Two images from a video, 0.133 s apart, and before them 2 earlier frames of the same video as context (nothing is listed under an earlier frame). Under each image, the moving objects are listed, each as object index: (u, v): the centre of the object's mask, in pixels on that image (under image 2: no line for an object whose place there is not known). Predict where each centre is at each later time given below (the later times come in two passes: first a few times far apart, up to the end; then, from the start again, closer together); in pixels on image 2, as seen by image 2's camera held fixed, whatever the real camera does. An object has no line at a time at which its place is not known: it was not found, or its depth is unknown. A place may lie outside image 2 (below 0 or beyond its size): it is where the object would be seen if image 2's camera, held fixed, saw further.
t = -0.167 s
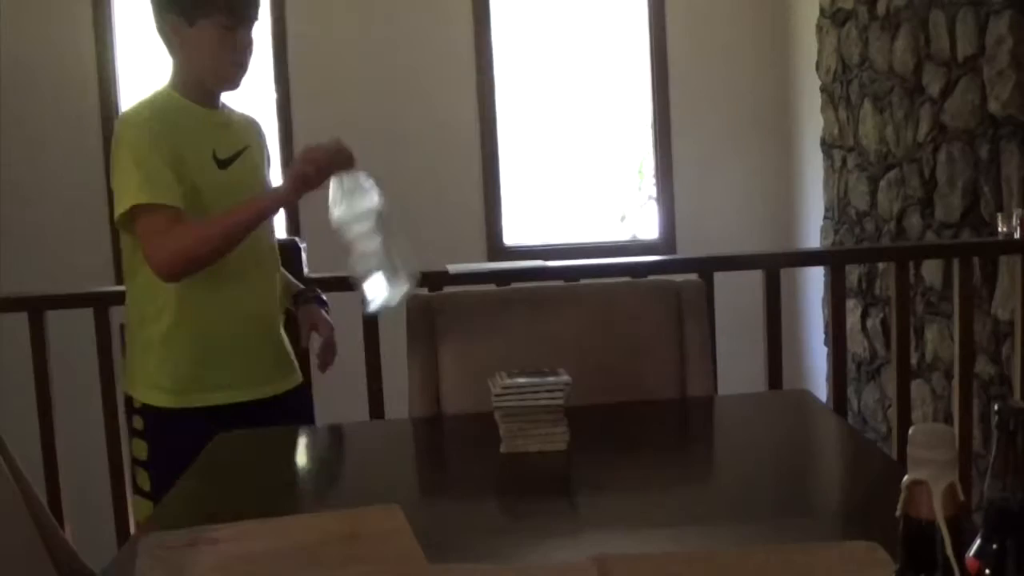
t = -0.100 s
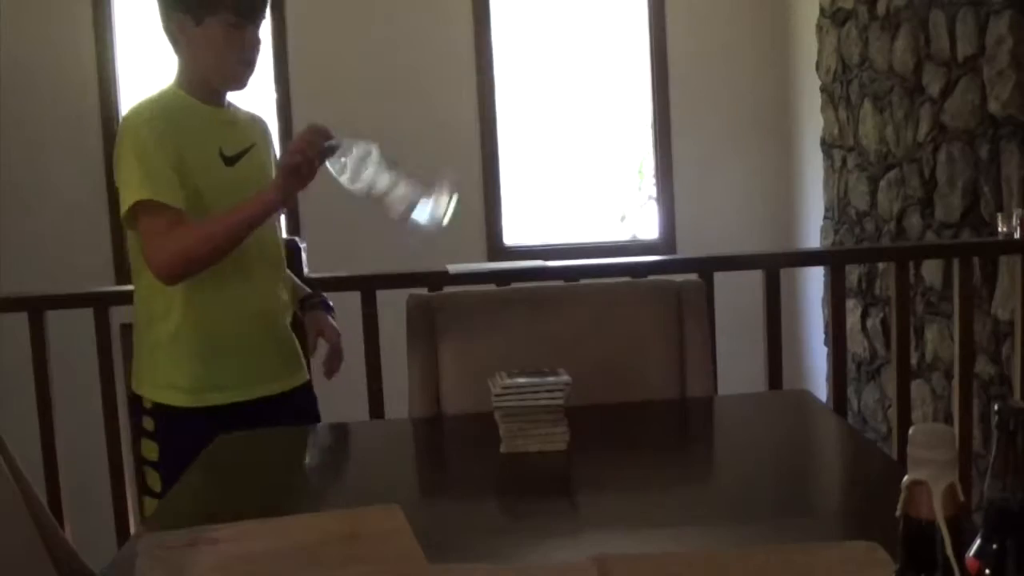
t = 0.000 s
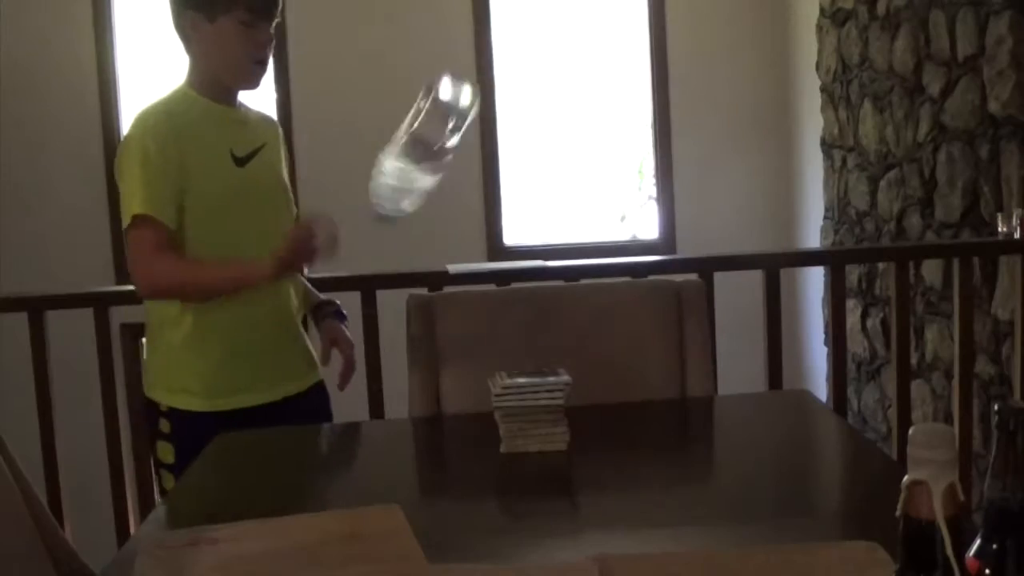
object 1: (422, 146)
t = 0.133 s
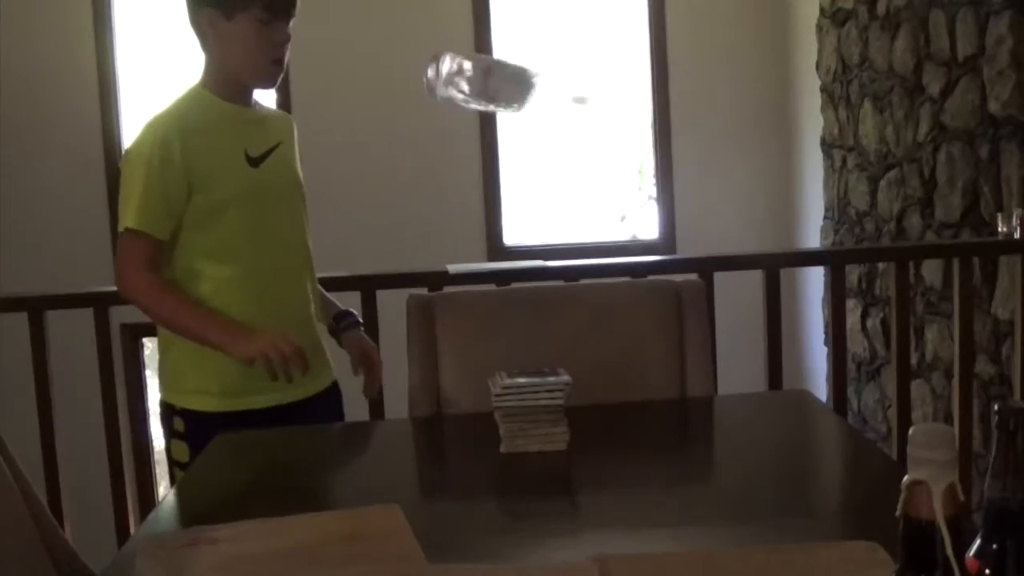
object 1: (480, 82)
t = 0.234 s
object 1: (504, 118)
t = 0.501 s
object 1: (528, 302)
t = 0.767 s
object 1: (533, 301)
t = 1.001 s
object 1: (533, 301)
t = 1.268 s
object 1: (533, 301)
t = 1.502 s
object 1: (533, 301)
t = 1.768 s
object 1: (533, 301)
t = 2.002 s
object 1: (533, 301)
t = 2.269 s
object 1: (532, 301)
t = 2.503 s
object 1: (533, 301)
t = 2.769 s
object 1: (533, 301)
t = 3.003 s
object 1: (533, 301)
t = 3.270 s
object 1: (533, 301)
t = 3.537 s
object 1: (533, 301)
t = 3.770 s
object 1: (532, 301)
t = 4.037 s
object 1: (532, 301)
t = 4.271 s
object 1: (532, 301)
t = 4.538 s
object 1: (532, 301)
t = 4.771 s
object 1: (532, 301)
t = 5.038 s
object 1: (532, 302)
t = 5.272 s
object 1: (532, 302)
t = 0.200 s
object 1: (504, 94)
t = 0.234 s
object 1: (504, 118)
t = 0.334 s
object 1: (514, 237)
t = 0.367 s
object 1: (519, 296)
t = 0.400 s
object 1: (518, 300)
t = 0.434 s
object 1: (523, 301)
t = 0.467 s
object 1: (525, 301)
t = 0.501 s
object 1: (528, 302)
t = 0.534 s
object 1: (531, 302)
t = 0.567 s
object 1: (533, 302)
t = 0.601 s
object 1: (533, 302)
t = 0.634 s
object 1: (534, 302)
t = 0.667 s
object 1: (533, 302)
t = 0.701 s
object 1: (533, 301)
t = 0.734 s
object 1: (533, 301)
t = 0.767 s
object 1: (533, 301)
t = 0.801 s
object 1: (533, 301)
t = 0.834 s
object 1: (533, 301)
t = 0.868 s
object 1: (533, 301)
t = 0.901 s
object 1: (533, 301)
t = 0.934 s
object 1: (533, 301)
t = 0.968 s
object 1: (533, 301)
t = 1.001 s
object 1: (533, 301)
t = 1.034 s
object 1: (533, 301)
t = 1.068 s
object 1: (533, 301)
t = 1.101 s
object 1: (533, 301)
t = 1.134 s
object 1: (533, 301)
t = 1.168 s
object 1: (533, 301)
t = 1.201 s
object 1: (533, 301)
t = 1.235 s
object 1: (533, 301)
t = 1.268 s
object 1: (533, 301)
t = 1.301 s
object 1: (533, 301)
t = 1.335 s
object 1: (533, 301)
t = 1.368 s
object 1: (532, 301)
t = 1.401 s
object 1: (533, 301)
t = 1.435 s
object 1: (533, 301)
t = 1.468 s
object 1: (533, 301)
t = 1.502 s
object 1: (533, 301)
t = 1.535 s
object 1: (533, 301)
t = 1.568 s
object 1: (533, 301)
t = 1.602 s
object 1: (533, 301)
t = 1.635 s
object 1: (533, 301)
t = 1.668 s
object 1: (533, 301)
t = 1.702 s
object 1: (533, 301)
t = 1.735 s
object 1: (533, 301)
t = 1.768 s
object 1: (533, 301)
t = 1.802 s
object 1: (533, 301)
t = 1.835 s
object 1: (533, 301)
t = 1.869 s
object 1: (533, 301)
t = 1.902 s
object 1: (533, 301)
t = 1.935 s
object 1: (533, 301)
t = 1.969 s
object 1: (533, 301)
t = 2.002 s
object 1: (533, 301)
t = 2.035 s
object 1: (533, 301)
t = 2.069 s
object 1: (533, 301)
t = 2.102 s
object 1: (532, 302)
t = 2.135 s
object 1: (532, 302)
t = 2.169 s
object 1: (532, 302)
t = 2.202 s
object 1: (532, 302)
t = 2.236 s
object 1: (533, 302)
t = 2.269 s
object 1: (532, 301)
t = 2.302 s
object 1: (532, 302)
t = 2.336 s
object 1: (532, 301)
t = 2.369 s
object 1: (532, 301)
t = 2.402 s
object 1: (533, 301)
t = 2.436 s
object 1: (533, 301)
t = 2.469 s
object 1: (532, 301)
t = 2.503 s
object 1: (533, 301)
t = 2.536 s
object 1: (532, 301)
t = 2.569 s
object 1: (532, 302)
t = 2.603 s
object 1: (532, 301)
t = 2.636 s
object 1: (532, 302)
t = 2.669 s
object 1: (532, 302)
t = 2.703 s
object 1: (533, 301)
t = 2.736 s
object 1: (533, 301)
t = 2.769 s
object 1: (533, 301)
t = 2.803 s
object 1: (533, 301)
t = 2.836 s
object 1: (533, 301)
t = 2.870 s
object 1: (533, 301)
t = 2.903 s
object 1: (533, 301)
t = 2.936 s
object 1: (533, 301)
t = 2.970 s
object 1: (533, 301)
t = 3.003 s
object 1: (533, 301)
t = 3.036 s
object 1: (533, 301)
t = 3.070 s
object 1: (533, 301)
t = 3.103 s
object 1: (532, 301)
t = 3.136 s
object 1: (533, 301)
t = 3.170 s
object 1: (532, 301)
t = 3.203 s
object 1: (532, 301)
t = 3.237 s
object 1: (532, 301)
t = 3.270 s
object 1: (533, 301)
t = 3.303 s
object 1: (533, 301)
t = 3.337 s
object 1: (533, 301)
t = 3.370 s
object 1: (533, 301)
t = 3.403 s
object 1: (532, 301)
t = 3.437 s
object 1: (533, 301)
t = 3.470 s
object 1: (533, 301)
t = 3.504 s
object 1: (533, 301)
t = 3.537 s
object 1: (533, 301)
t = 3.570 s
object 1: (533, 301)
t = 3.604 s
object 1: (533, 301)
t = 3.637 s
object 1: (533, 301)
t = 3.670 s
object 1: (532, 301)
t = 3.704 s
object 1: (532, 301)
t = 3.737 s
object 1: (532, 301)
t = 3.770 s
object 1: (532, 301)
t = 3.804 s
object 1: (532, 301)
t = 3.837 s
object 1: (532, 301)
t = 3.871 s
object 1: (532, 301)
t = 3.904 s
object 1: (532, 301)
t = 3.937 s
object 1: (532, 301)
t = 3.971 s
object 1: (532, 301)
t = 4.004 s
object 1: (532, 301)
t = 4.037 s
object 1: (532, 301)
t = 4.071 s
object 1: (532, 301)
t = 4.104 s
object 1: (532, 301)
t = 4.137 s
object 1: (532, 301)
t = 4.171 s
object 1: (532, 301)
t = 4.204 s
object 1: (532, 301)
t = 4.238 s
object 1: (532, 301)
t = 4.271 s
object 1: (532, 301)
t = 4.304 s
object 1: (532, 301)
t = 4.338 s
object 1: (532, 301)
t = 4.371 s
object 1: (532, 301)
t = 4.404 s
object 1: (532, 301)
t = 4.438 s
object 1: (532, 301)
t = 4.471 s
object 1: (532, 301)
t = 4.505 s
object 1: (532, 301)
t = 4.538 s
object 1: (532, 301)
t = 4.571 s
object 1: (532, 301)
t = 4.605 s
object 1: (532, 301)
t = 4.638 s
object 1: (532, 301)
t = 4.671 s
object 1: (532, 301)
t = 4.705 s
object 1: (532, 301)
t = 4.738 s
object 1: (532, 301)
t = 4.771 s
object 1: (532, 301)
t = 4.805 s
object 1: (532, 301)
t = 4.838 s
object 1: (532, 302)
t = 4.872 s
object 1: (532, 302)
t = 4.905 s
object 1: (532, 301)
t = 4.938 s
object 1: (532, 302)
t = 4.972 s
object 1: (532, 302)
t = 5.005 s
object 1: (532, 302)
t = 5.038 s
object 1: (532, 302)
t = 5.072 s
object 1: (532, 302)
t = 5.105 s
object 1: (532, 302)
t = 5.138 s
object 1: (532, 302)
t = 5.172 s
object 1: (532, 302)
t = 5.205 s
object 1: (532, 302)
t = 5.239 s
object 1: (532, 302)
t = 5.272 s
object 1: (532, 302)
